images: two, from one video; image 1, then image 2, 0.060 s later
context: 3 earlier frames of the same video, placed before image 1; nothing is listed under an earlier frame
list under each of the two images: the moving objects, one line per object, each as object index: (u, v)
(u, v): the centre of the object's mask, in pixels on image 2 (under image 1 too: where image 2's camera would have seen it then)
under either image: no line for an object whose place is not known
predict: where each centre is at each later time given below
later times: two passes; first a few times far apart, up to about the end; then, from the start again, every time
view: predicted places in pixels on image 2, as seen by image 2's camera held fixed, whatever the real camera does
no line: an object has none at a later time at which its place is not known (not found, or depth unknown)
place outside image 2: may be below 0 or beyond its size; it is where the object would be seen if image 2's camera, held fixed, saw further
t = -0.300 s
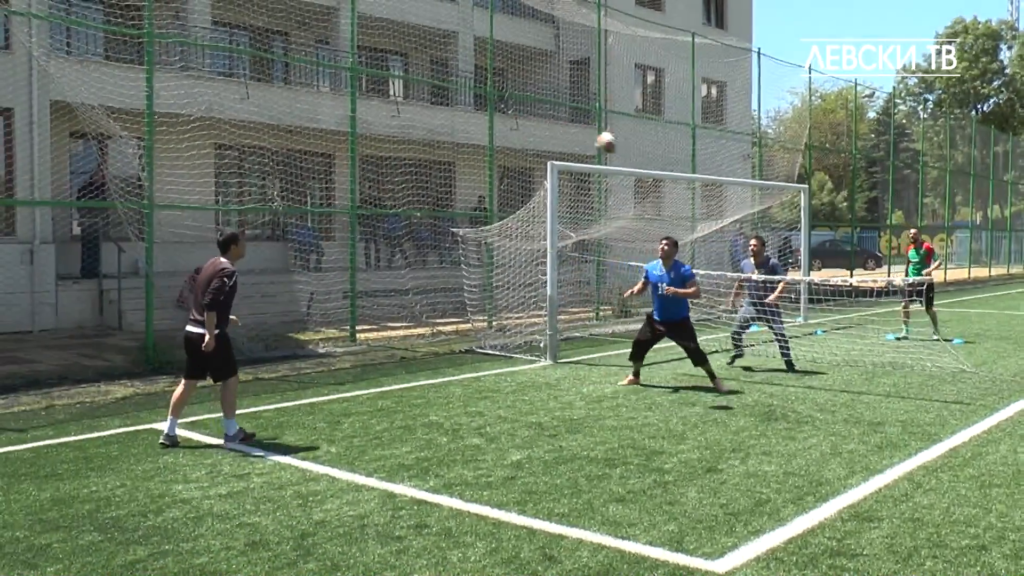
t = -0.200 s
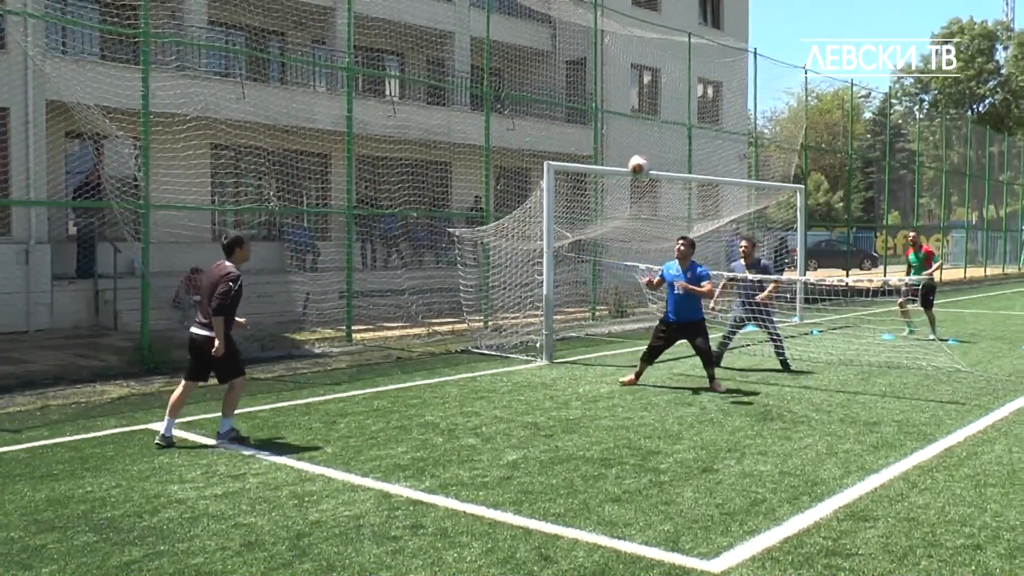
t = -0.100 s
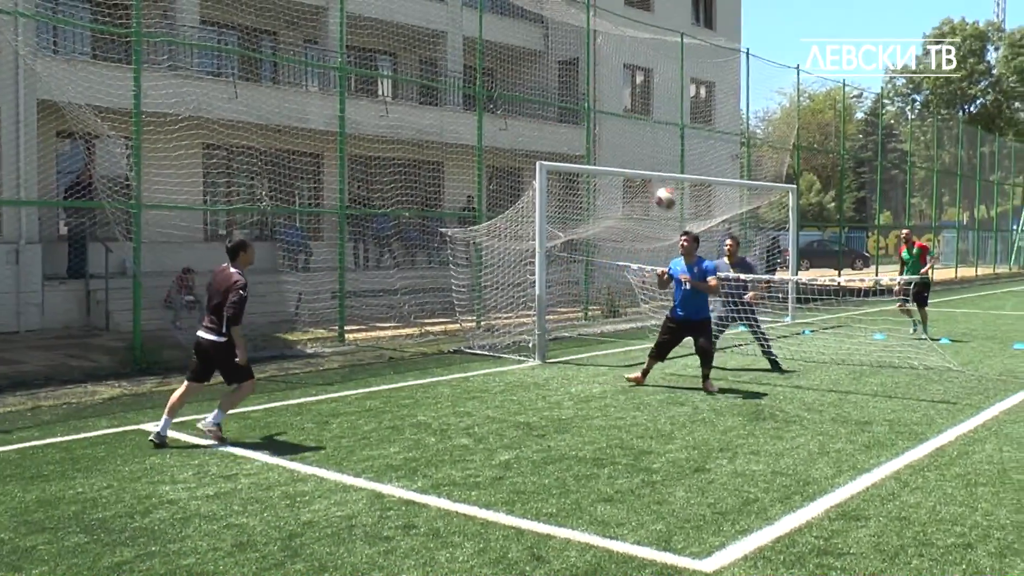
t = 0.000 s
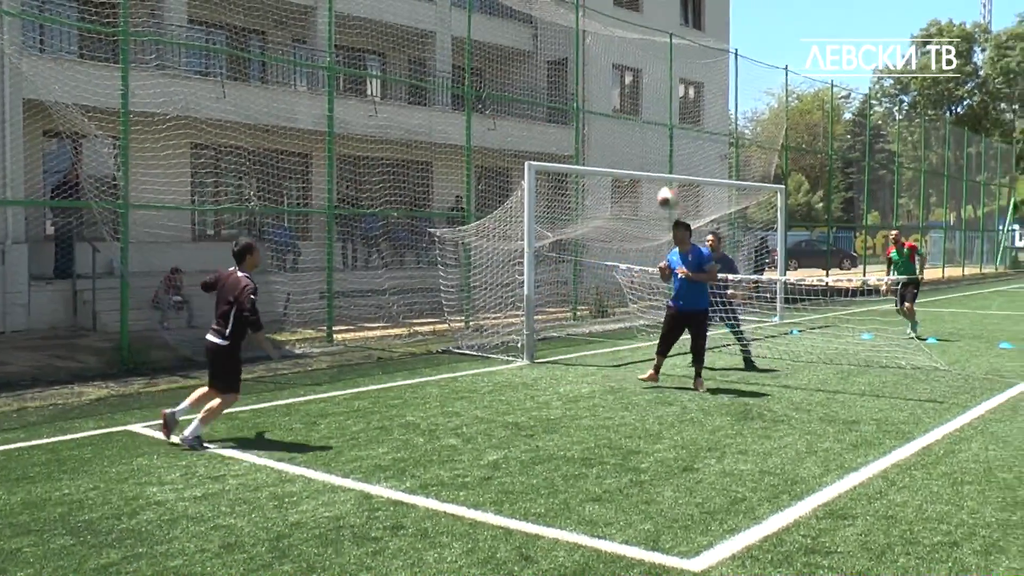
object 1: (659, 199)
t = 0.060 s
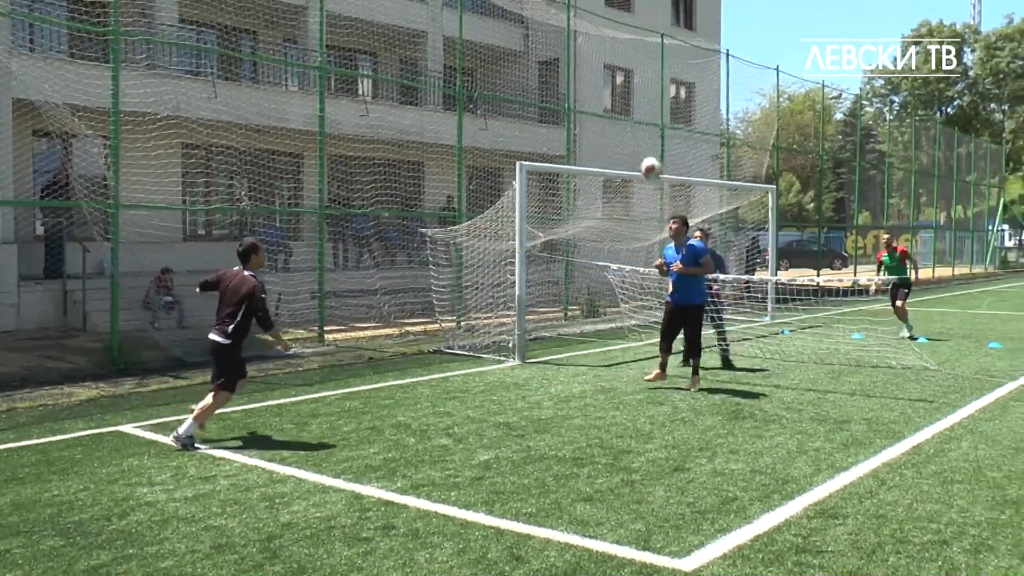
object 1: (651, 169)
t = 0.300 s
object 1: (617, 78)
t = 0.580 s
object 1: (576, 42)
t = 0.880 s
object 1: (528, 87)
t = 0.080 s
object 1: (649, 159)
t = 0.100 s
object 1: (646, 150)
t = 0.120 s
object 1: (643, 142)
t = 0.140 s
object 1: (640, 133)
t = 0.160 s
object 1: (638, 125)
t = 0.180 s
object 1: (635, 117)
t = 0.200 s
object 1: (632, 110)
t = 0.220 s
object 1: (629, 104)
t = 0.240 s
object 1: (626, 97)
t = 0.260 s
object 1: (623, 91)
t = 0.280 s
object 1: (621, 85)
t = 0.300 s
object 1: (617, 78)
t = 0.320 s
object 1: (614, 73)
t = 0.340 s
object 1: (612, 70)
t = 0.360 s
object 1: (608, 65)
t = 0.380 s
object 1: (606, 62)
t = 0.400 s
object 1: (603, 58)
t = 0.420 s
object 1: (601, 55)
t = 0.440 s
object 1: (597, 52)
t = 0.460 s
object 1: (594, 49)
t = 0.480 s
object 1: (592, 47)
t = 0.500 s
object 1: (588, 46)
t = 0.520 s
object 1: (586, 44)
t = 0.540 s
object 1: (582, 43)
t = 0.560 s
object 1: (579, 42)
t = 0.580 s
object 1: (576, 42)
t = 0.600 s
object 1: (574, 42)
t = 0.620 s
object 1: (570, 43)
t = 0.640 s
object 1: (567, 44)
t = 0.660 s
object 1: (564, 44)
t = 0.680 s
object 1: (560, 47)
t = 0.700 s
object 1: (557, 48)
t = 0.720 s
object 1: (554, 50)
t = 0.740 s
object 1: (551, 54)
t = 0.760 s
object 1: (548, 58)
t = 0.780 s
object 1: (545, 61)
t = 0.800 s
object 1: (541, 66)
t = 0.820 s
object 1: (538, 71)
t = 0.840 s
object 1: (535, 76)
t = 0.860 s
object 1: (531, 81)
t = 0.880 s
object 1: (528, 87)
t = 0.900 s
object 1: (525, 93)
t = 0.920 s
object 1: (522, 100)
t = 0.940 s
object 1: (519, 107)
